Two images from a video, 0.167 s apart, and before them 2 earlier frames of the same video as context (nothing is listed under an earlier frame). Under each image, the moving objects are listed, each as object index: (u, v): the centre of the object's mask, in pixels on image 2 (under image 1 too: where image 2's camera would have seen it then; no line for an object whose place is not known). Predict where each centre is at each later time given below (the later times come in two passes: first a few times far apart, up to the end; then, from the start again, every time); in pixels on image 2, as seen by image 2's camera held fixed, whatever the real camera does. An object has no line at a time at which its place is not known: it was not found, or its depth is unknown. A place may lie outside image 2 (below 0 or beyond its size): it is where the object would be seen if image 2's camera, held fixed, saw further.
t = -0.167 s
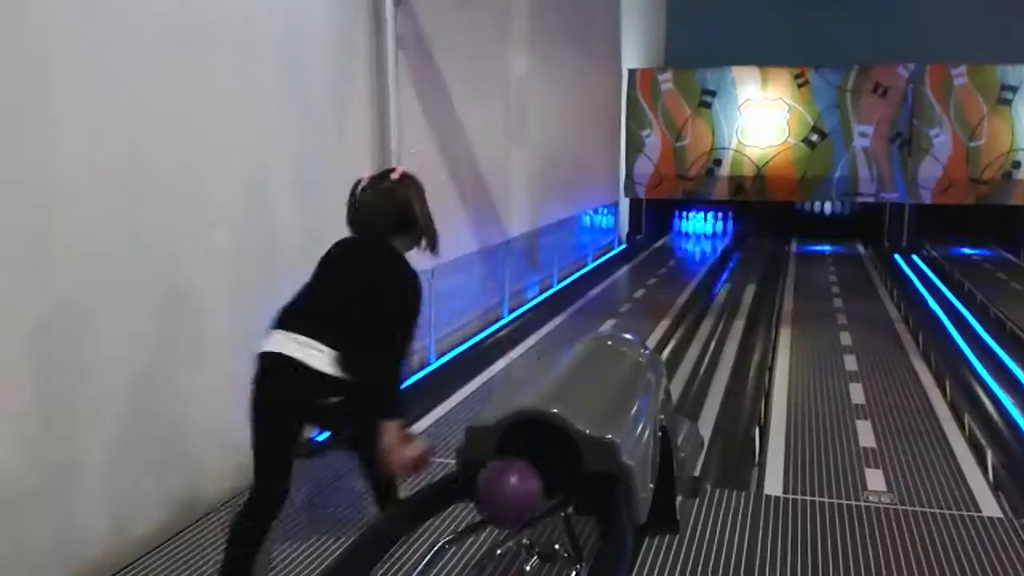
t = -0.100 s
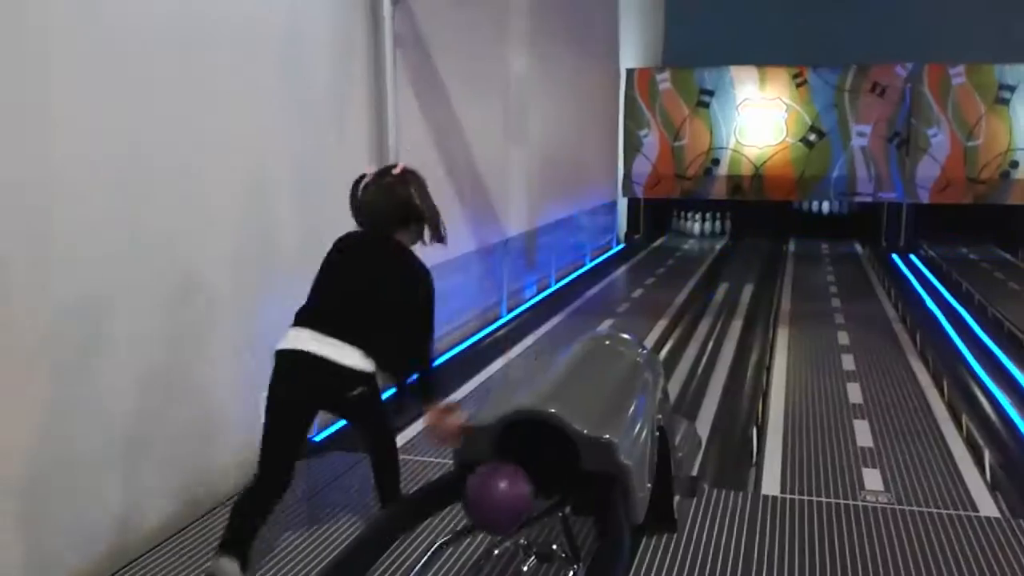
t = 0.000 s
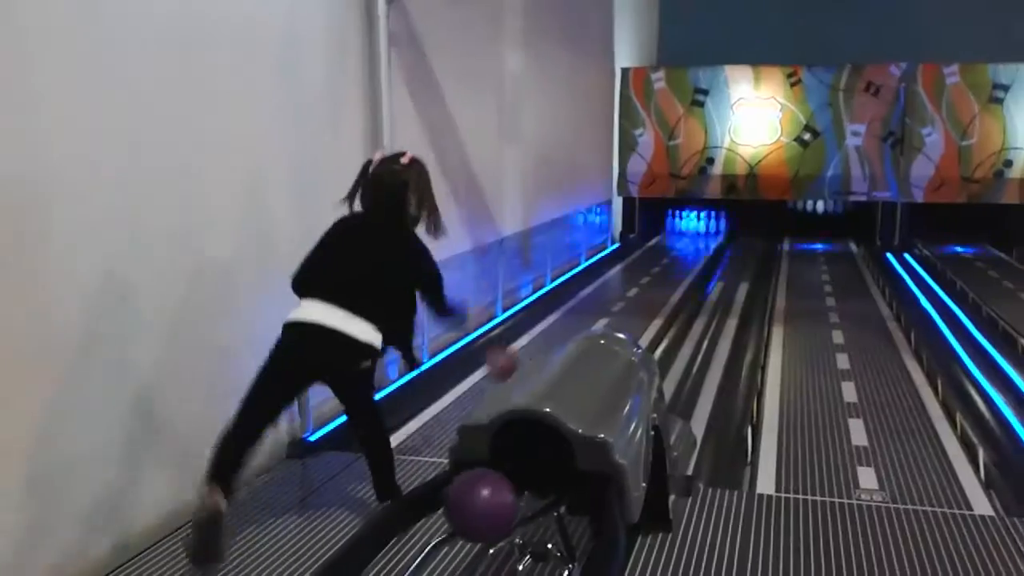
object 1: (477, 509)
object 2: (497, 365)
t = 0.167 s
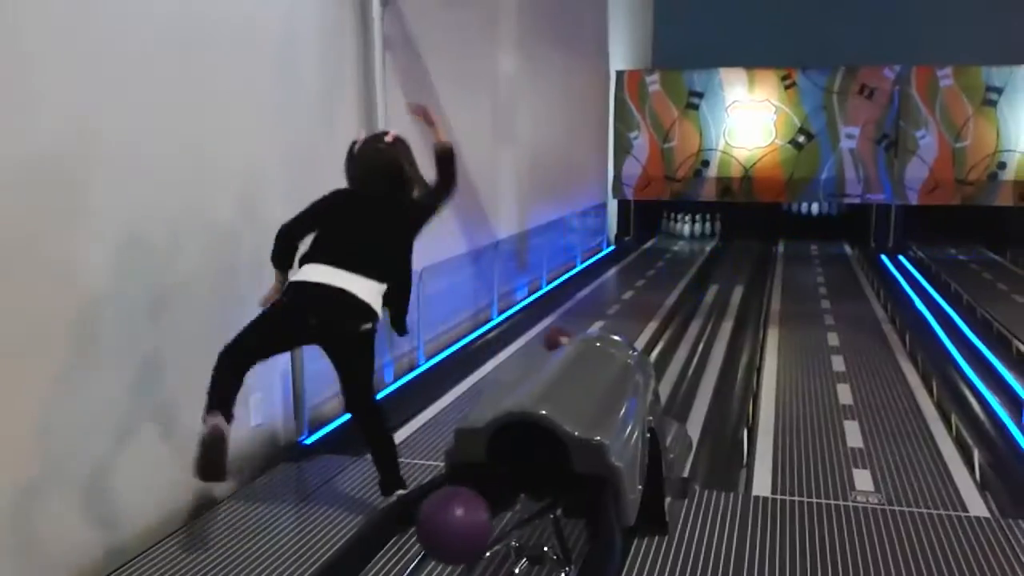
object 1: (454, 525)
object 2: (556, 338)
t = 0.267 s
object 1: (444, 537)
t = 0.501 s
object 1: (417, 552)
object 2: (623, 327)
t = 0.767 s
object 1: (384, 567)
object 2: (661, 290)
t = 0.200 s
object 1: (451, 530)
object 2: (561, 338)
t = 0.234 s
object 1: (447, 533)
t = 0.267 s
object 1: (444, 537)
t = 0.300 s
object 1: (440, 540)
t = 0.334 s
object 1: (436, 541)
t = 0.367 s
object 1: (433, 543)
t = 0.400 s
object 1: (429, 546)
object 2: (613, 329)
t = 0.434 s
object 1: (426, 547)
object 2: (614, 327)
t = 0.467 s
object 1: (421, 549)
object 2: (617, 329)
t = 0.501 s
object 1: (417, 552)
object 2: (623, 327)
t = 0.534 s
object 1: (414, 553)
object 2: (625, 321)
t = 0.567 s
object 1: (410, 556)
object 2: (633, 314)
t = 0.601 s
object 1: (406, 557)
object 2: (636, 310)
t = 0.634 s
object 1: (401, 558)
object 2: (640, 307)
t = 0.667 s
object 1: (397, 560)
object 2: (641, 303)
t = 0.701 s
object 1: (393, 562)
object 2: (647, 303)
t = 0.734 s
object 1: (389, 565)
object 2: (651, 296)
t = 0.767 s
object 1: (384, 567)
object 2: (661, 290)
